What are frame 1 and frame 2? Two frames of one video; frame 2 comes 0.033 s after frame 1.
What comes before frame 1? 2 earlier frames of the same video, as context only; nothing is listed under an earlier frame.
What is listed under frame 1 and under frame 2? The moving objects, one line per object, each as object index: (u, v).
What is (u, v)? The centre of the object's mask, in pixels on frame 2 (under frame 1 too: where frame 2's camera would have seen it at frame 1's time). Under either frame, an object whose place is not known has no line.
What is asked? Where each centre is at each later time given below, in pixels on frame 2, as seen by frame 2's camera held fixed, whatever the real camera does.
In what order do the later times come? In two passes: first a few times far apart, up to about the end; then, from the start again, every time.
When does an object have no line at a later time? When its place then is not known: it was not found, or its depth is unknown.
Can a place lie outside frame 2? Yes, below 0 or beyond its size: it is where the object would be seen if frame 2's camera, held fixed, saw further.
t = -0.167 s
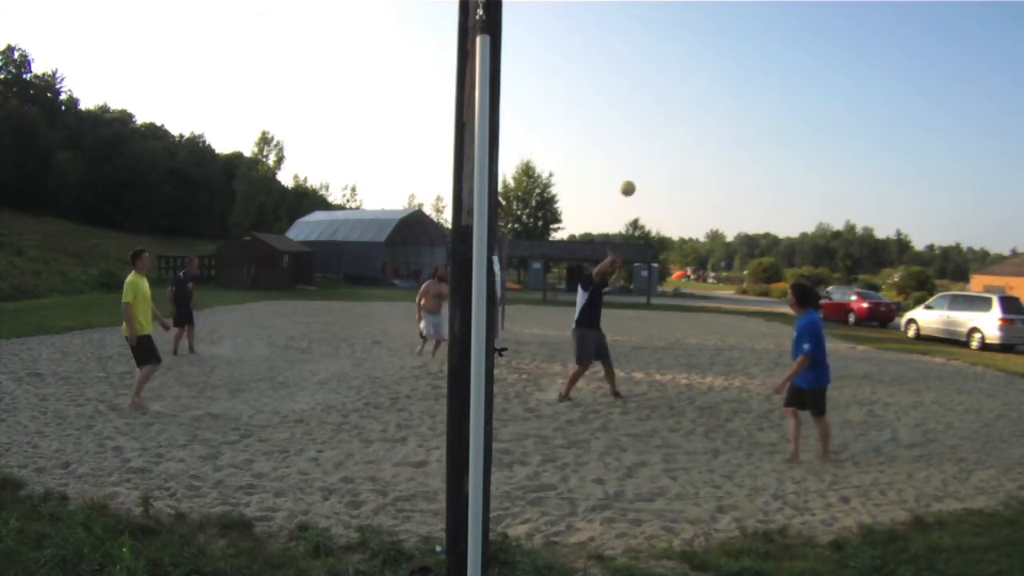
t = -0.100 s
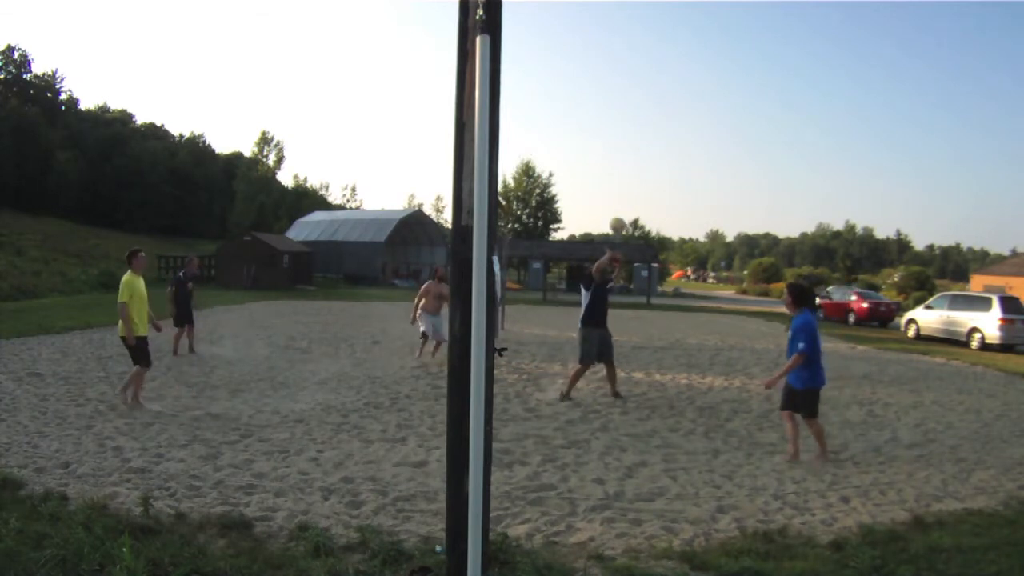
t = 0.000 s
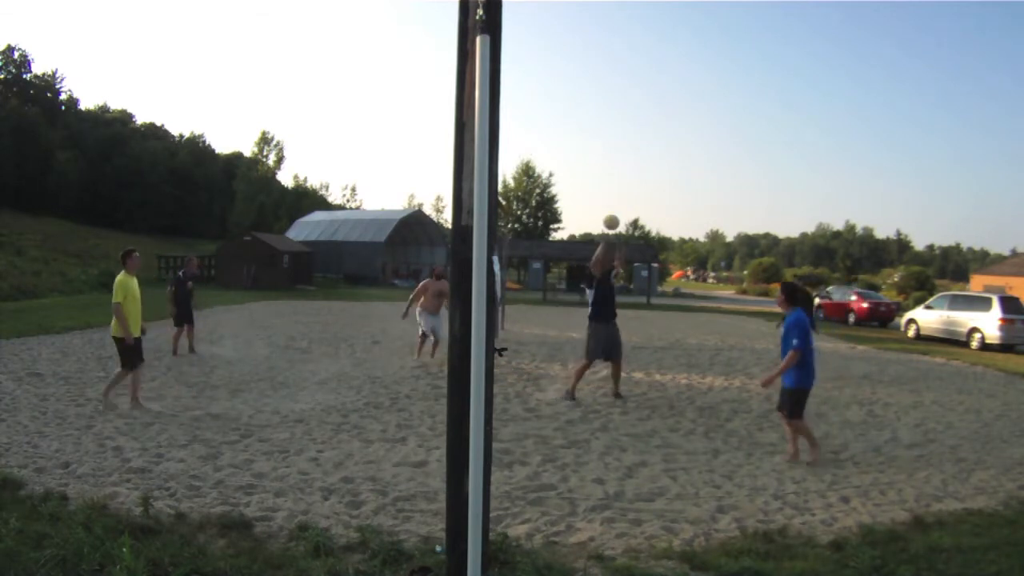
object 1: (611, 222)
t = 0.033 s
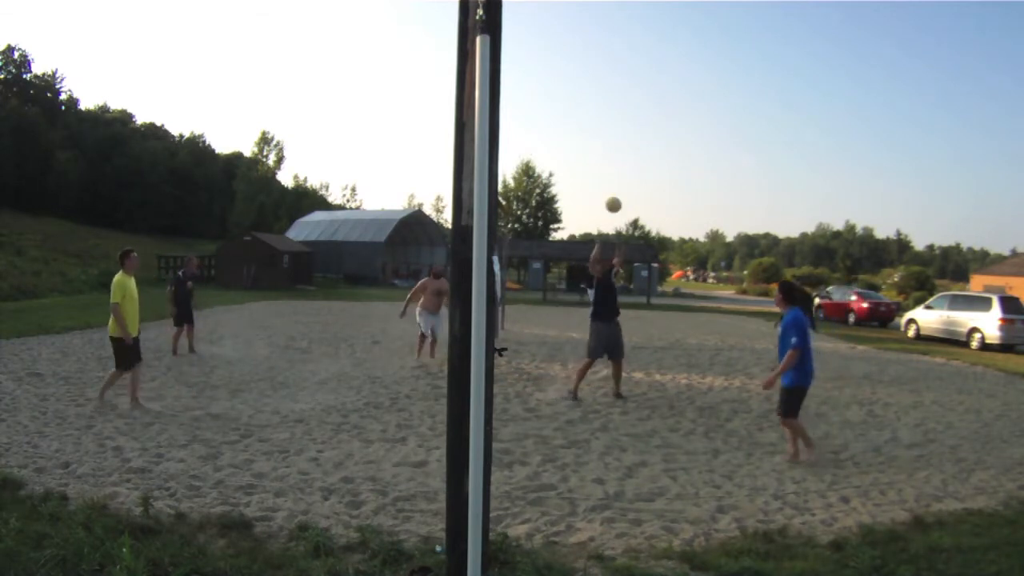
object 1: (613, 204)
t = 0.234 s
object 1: (625, 115)
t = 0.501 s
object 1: (636, 41)
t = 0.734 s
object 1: (649, 18)
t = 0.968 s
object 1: (665, 37)
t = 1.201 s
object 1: (684, 112)
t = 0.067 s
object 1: (615, 188)
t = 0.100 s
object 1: (617, 172)
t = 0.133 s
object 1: (620, 156)
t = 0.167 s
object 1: (622, 142)
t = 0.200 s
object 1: (623, 128)
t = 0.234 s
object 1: (625, 115)
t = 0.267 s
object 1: (626, 103)
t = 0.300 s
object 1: (628, 92)
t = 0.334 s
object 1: (629, 81)
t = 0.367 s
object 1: (630, 72)
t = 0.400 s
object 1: (632, 63)
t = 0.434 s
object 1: (633, 55)
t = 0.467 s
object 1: (635, 47)
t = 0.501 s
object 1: (636, 41)
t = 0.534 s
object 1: (638, 35)
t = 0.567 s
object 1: (639, 30)
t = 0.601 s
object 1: (641, 26)
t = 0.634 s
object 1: (643, 23)
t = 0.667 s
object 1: (645, 21)
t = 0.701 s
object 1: (647, 19)
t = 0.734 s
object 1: (649, 18)
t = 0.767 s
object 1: (651, 18)
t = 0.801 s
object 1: (653, 19)
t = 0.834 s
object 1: (655, 20)
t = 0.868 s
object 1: (657, 23)
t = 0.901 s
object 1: (660, 27)
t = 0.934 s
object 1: (662, 31)
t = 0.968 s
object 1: (665, 37)
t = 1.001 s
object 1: (667, 44)
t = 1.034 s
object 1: (670, 52)
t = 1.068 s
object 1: (673, 61)
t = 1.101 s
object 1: (675, 72)
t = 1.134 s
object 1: (678, 83)
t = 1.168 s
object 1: (681, 97)
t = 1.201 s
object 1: (684, 112)
